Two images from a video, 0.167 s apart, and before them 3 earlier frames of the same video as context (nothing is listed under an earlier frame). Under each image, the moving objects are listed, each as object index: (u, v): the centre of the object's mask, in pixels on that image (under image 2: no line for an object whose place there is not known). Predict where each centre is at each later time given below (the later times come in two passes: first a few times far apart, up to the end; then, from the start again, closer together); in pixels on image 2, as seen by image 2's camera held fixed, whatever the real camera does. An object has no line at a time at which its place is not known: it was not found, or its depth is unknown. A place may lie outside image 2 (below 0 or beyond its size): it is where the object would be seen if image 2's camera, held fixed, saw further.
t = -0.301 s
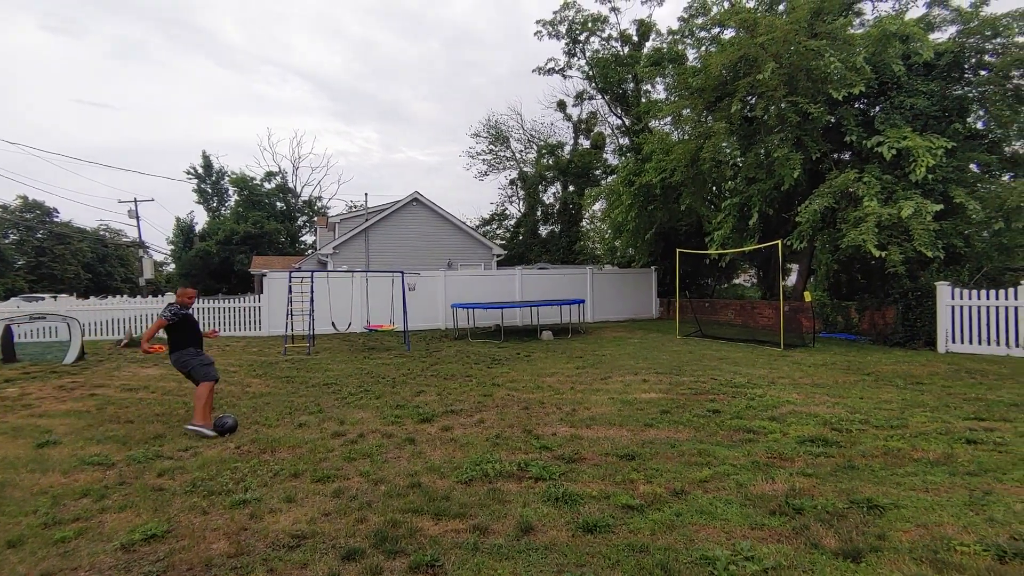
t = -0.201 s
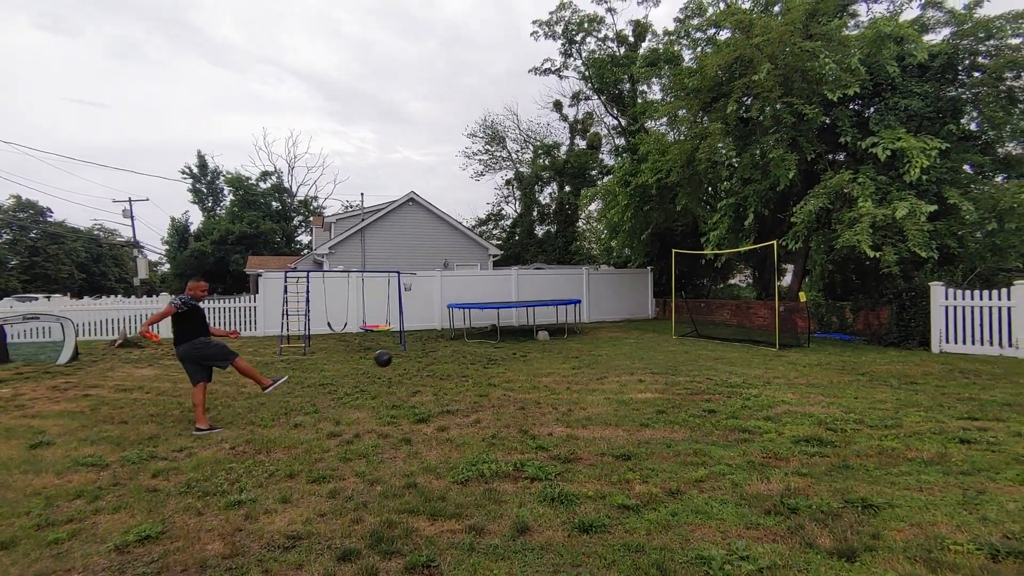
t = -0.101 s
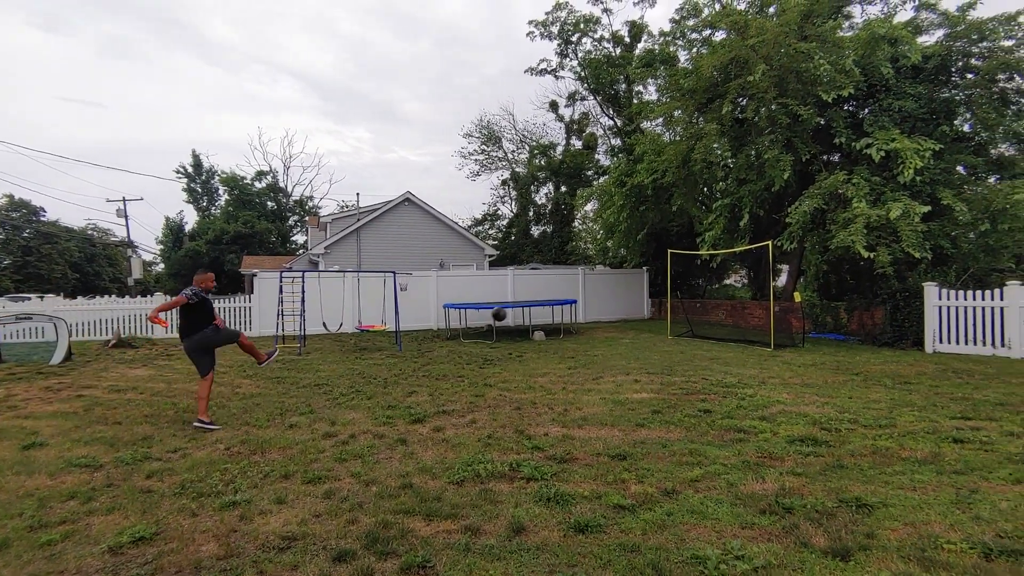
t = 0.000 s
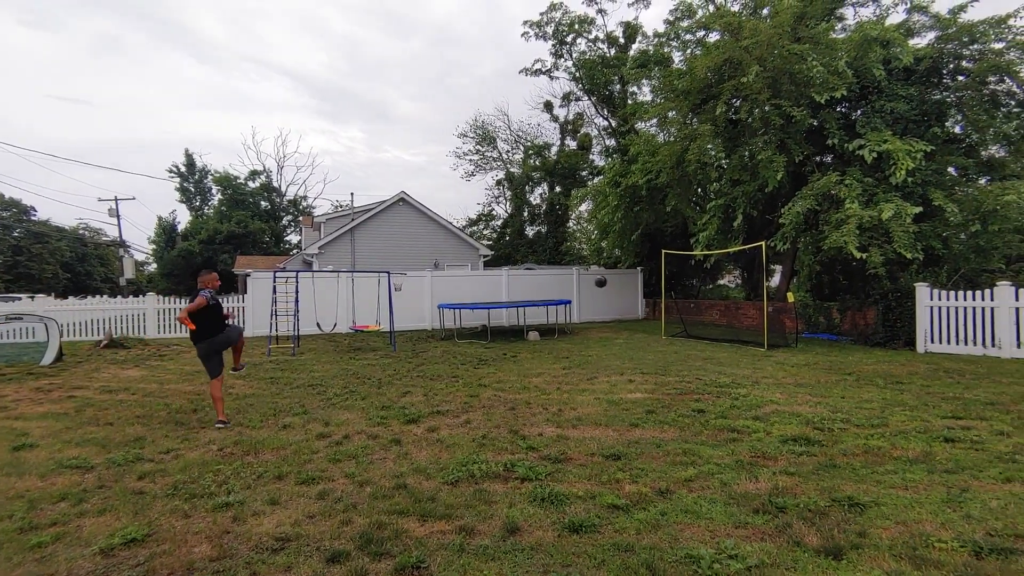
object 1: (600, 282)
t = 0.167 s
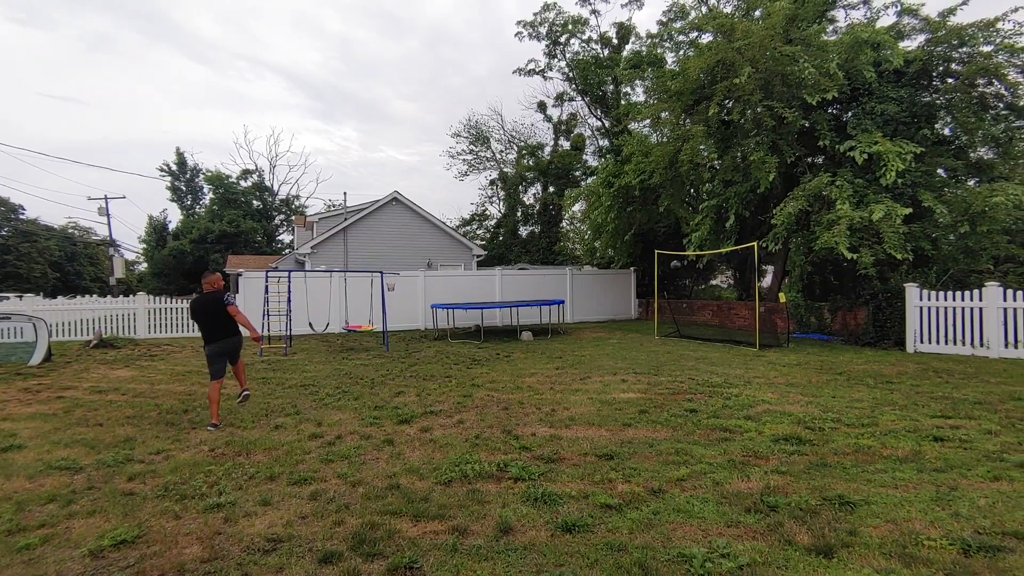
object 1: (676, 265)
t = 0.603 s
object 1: (708, 304)
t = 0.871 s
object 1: (685, 323)
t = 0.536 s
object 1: (714, 292)
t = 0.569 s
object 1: (711, 298)
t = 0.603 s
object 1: (708, 304)
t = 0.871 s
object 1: (685, 323)
